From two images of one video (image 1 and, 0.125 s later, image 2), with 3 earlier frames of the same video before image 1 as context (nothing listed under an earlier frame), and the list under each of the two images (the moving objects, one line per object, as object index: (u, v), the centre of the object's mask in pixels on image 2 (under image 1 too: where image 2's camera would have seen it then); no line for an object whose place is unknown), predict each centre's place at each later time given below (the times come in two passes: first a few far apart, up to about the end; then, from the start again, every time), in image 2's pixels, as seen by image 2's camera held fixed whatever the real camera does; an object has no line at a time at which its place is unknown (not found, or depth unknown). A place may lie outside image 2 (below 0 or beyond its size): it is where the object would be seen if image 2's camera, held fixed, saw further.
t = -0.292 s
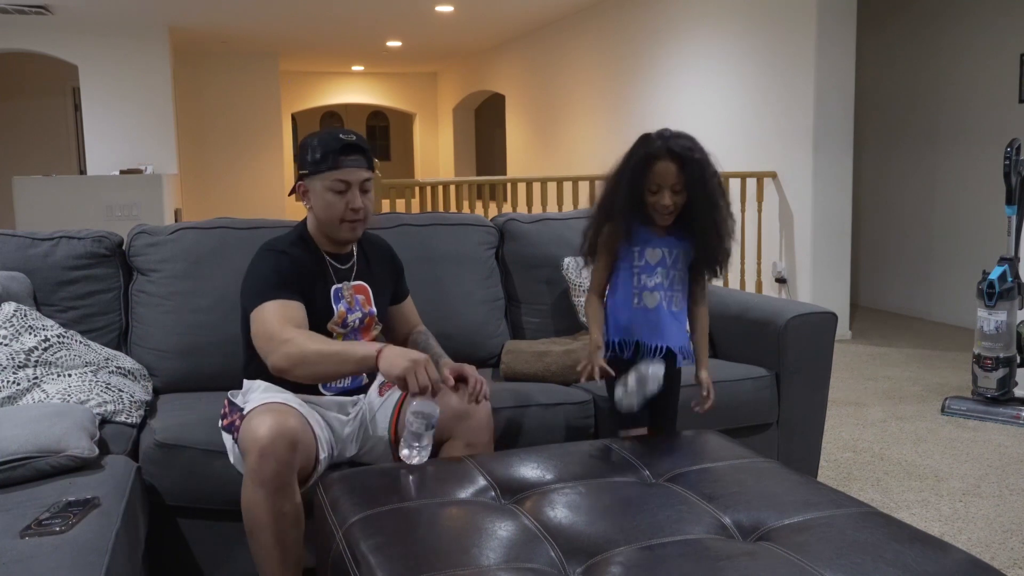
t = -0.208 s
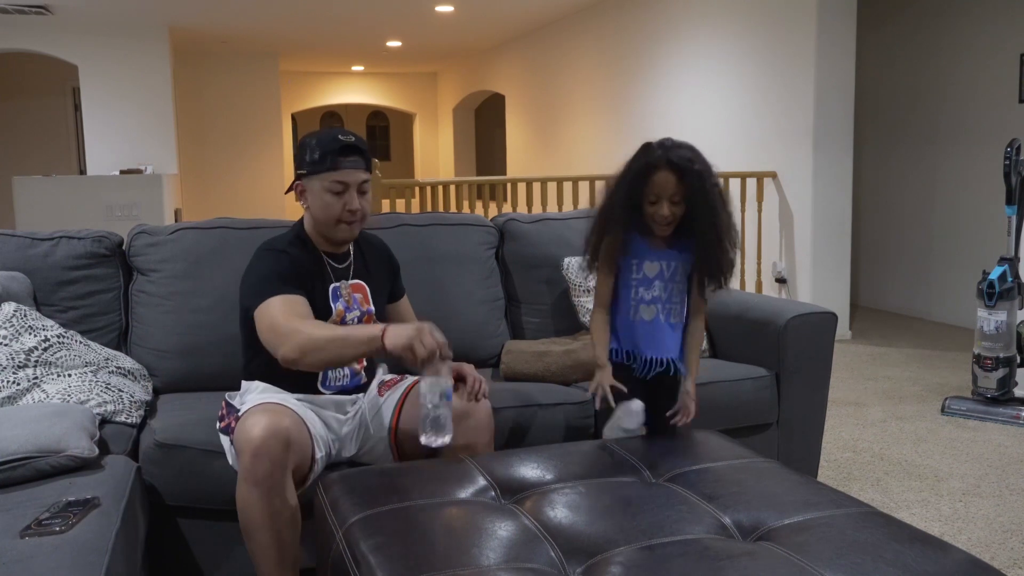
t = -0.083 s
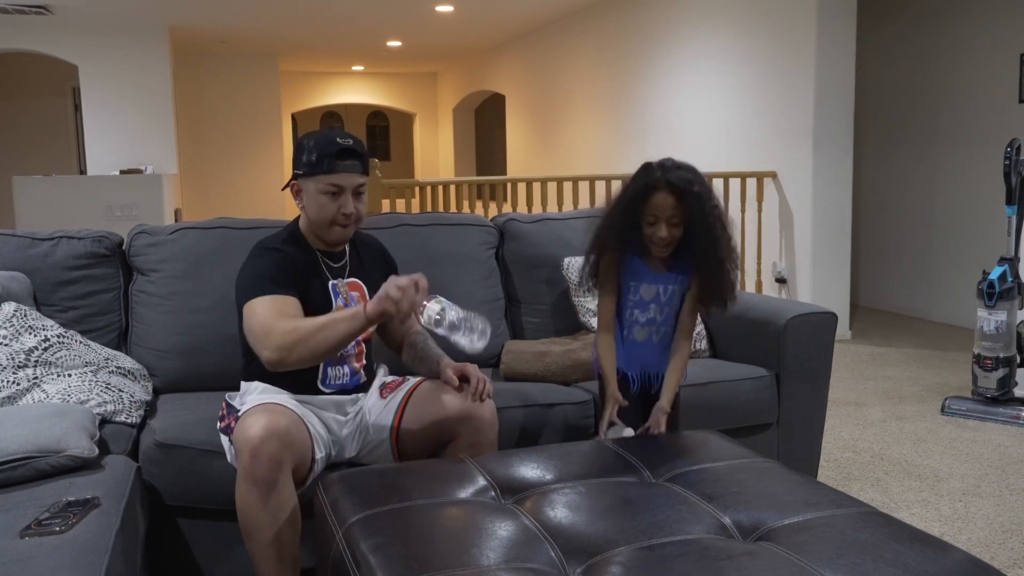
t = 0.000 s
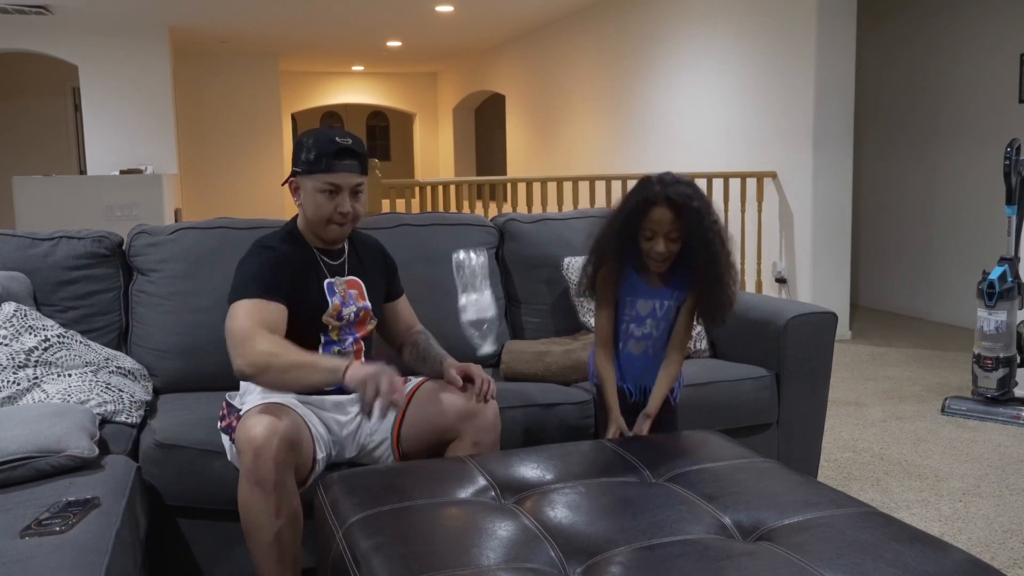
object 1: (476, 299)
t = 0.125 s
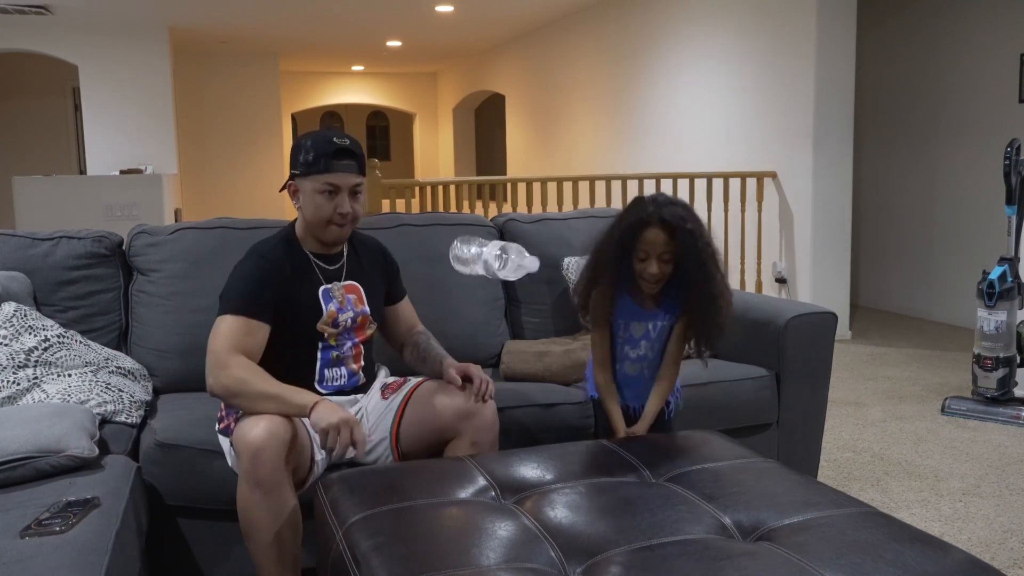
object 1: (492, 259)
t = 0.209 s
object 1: (499, 292)
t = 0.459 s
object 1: (510, 465)
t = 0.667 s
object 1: (511, 464)
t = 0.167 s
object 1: (495, 270)
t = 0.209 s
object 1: (499, 292)
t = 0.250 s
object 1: (504, 324)
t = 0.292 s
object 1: (508, 370)
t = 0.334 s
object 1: (513, 426)
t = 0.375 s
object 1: (517, 473)
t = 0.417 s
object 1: (513, 465)
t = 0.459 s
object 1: (510, 465)
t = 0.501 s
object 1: (508, 464)
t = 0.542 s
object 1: (507, 464)
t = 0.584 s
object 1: (506, 463)
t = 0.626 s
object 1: (509, 464)
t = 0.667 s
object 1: (511, 464)
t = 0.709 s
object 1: (510, 465)
